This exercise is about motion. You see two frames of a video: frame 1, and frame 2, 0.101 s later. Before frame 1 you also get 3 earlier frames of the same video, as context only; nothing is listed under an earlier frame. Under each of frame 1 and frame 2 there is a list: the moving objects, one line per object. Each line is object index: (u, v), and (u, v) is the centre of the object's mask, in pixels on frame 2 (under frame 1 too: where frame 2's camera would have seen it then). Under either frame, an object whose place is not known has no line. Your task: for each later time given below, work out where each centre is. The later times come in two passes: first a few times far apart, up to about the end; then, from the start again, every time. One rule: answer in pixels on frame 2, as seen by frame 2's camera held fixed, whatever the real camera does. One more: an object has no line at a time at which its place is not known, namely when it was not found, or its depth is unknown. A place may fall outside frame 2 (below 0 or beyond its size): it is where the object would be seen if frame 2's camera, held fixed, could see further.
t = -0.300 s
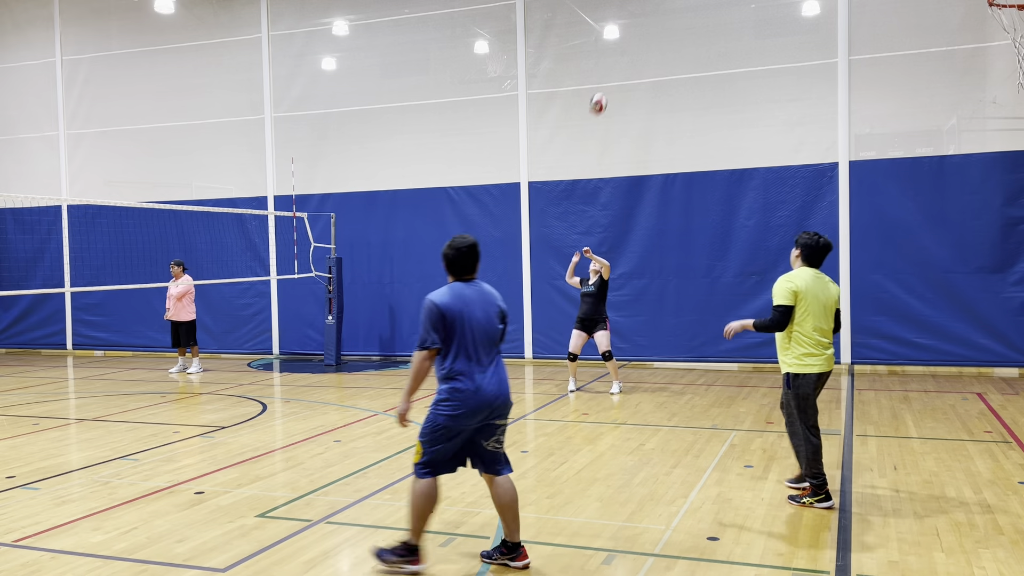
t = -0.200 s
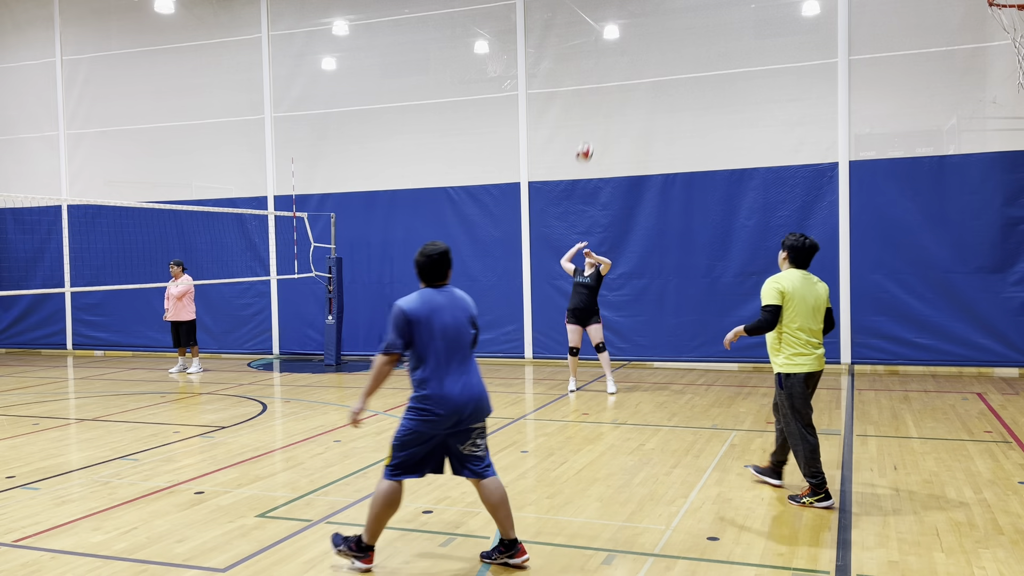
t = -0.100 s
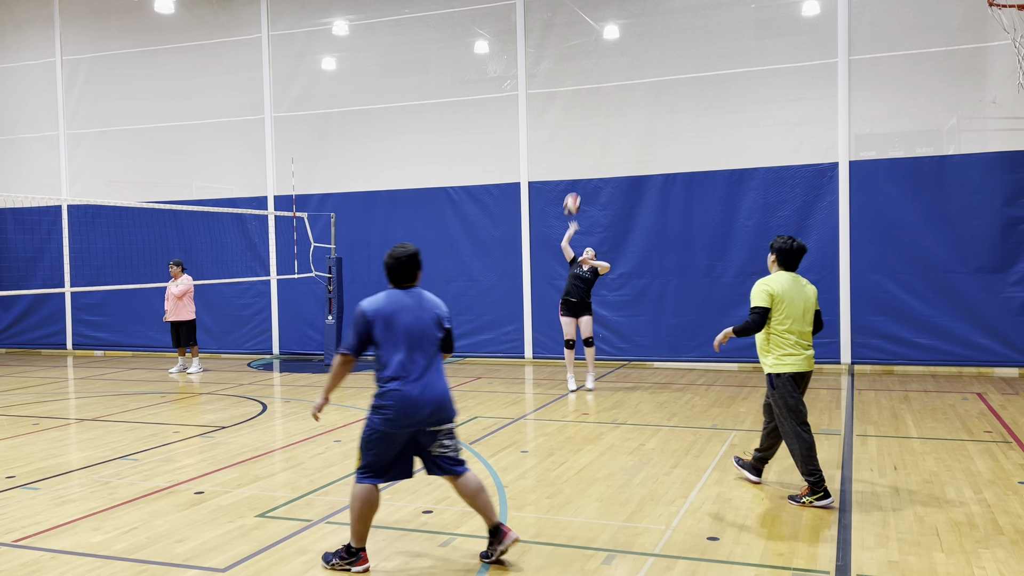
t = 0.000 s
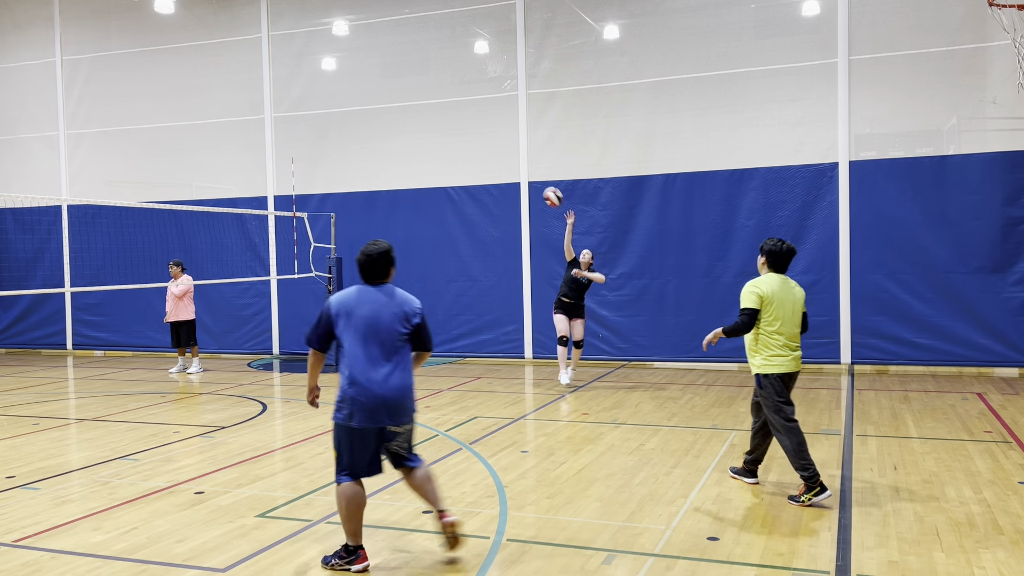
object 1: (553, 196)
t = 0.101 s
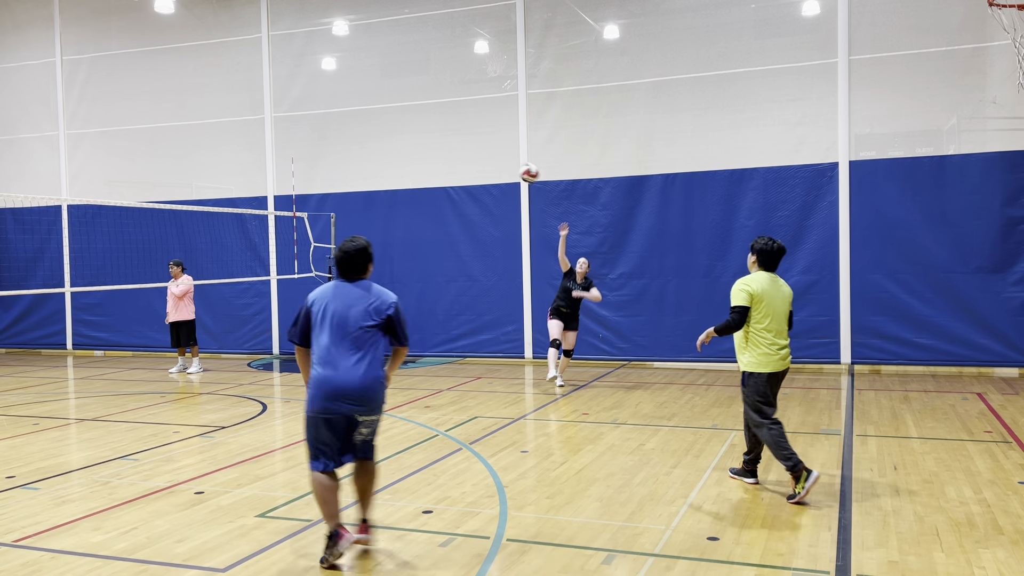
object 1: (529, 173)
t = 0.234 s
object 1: (492, 153)
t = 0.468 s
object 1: (407, 161)
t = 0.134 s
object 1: (520, 167)
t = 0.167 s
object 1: (511, 161)
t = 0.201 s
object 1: (501, 157)
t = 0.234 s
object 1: (492, 153)
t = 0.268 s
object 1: (482, 150)
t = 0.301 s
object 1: (470, 148)
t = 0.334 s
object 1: (459, 148)
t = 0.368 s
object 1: (447, 149)
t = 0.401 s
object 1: (434, 151)
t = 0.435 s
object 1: (420, 155)
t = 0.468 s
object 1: (407, 161)
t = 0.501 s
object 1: (392, 167)
